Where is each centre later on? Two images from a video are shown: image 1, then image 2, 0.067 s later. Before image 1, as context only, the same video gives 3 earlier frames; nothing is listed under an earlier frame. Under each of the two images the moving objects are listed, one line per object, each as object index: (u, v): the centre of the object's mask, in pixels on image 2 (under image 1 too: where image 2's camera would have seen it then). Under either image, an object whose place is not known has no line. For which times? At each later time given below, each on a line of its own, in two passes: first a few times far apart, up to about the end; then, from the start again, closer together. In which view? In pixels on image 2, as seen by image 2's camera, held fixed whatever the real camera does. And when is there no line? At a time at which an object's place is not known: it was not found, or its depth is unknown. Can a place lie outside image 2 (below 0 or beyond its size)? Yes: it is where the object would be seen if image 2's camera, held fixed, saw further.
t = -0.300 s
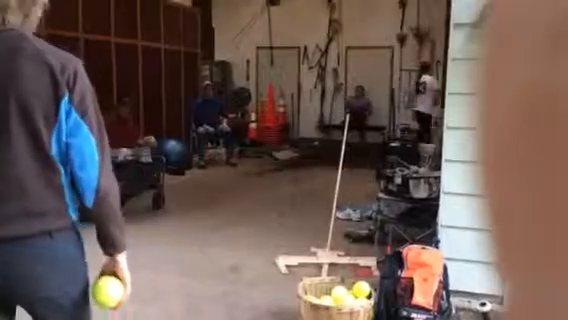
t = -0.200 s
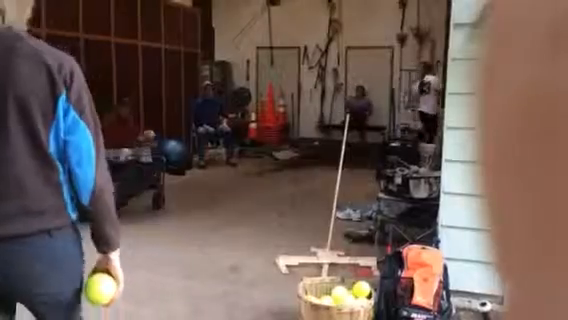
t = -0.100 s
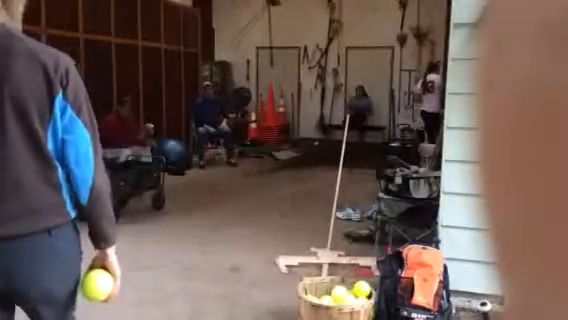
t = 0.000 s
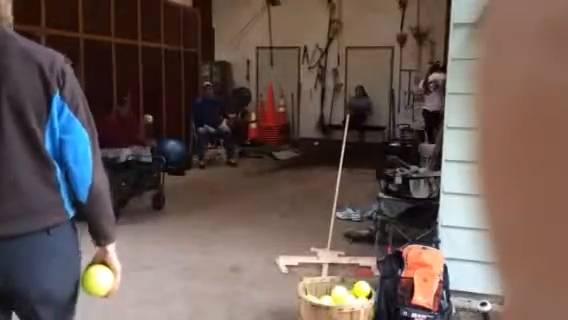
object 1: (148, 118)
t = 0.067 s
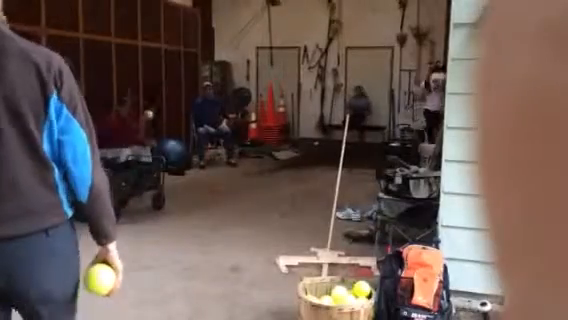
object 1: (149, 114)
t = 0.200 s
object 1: (158, 119)
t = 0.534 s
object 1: (182, 204)
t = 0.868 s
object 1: (200, 193)
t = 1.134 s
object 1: (215, 233)
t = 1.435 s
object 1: (238, 251)
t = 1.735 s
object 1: (264, 270)
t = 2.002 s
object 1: (289, 295)
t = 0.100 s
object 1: (151, 114)
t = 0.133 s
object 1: (153, 116)
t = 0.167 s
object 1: (155, 117)
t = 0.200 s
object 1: (158, 119)
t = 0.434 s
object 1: (174, 168)
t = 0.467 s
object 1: (178, 179)
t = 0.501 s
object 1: (180, 191)
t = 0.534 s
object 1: (182, 204)
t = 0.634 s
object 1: (188, 201)
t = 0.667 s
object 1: (190, 197)
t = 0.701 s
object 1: (191, 193)
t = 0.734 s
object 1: (193, 191)
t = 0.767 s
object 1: (195, 190)
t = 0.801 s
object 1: (196, 190)
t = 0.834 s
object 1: (198, 191)
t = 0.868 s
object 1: (200, 193)
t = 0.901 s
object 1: (201, 197)
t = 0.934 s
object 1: (203, 202)
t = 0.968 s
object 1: (205, 207)
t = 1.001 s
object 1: (206, 213)
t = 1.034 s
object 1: (209, 222)
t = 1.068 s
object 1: (210, 231)
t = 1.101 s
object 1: (213, 236)
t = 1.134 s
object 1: (215, 233)
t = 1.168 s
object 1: (217, 231)
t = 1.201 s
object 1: (220, 230)
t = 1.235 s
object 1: (222, 230)
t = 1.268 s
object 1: (225, 232)
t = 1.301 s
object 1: (227, 233)
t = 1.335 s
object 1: (230, 239)
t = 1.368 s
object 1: (232, 245)
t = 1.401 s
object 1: (235, 251)
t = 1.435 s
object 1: (238, 251)
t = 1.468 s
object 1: (240, 250)
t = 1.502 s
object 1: (243, 250)
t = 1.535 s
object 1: (246, 252)
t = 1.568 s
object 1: (249, 254)
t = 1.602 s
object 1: (251, 259)
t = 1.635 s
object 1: (254, 265)
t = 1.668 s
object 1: (257, 266)
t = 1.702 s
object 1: (260, 267)
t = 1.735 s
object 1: (264, 270)
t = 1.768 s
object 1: (266, 273)
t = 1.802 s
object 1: (269, 278)
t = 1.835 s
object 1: (272, 281)
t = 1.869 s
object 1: (276, 284)
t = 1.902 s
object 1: (279, 288)
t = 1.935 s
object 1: (282, 290)
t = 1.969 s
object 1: (286, 293)
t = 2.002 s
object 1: (289, 295)
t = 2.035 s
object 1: (290, 297)
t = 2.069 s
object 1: (293, 301)
